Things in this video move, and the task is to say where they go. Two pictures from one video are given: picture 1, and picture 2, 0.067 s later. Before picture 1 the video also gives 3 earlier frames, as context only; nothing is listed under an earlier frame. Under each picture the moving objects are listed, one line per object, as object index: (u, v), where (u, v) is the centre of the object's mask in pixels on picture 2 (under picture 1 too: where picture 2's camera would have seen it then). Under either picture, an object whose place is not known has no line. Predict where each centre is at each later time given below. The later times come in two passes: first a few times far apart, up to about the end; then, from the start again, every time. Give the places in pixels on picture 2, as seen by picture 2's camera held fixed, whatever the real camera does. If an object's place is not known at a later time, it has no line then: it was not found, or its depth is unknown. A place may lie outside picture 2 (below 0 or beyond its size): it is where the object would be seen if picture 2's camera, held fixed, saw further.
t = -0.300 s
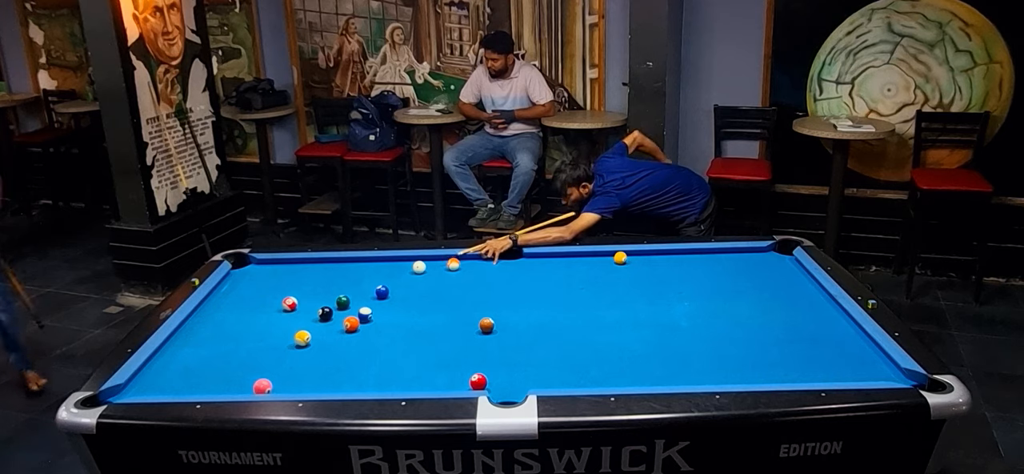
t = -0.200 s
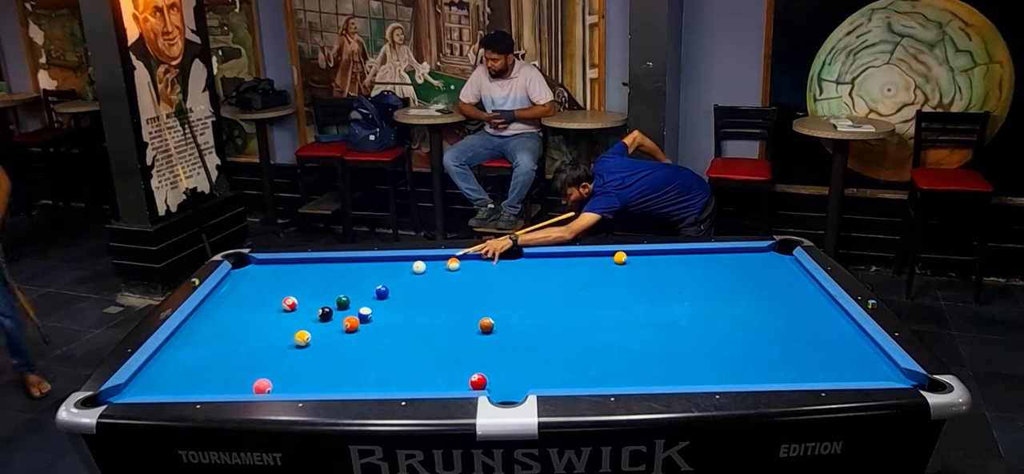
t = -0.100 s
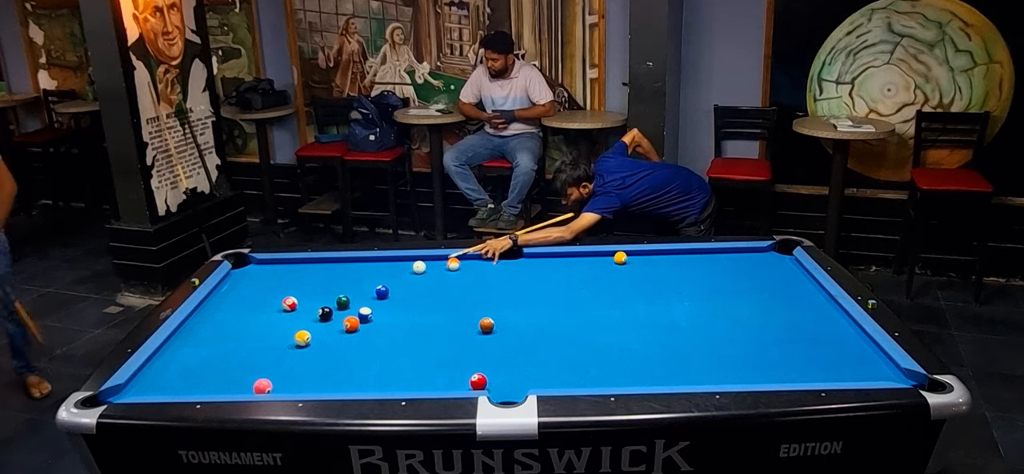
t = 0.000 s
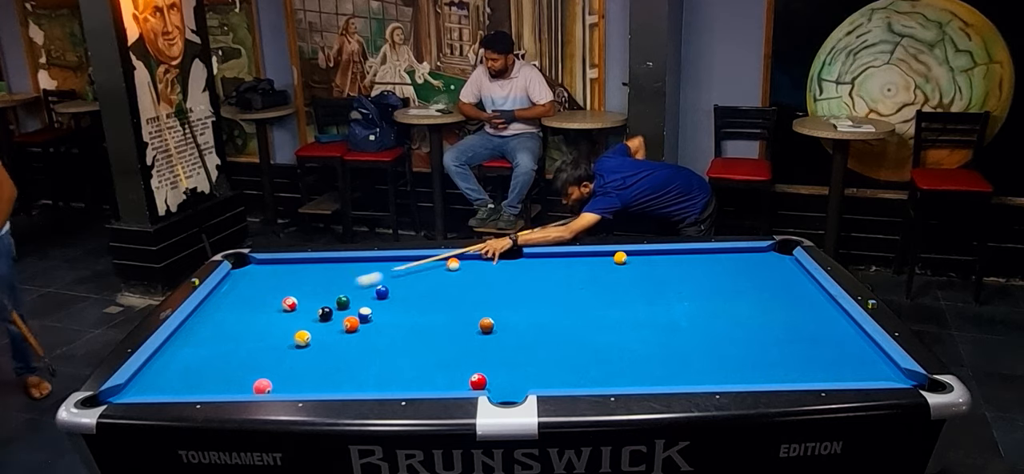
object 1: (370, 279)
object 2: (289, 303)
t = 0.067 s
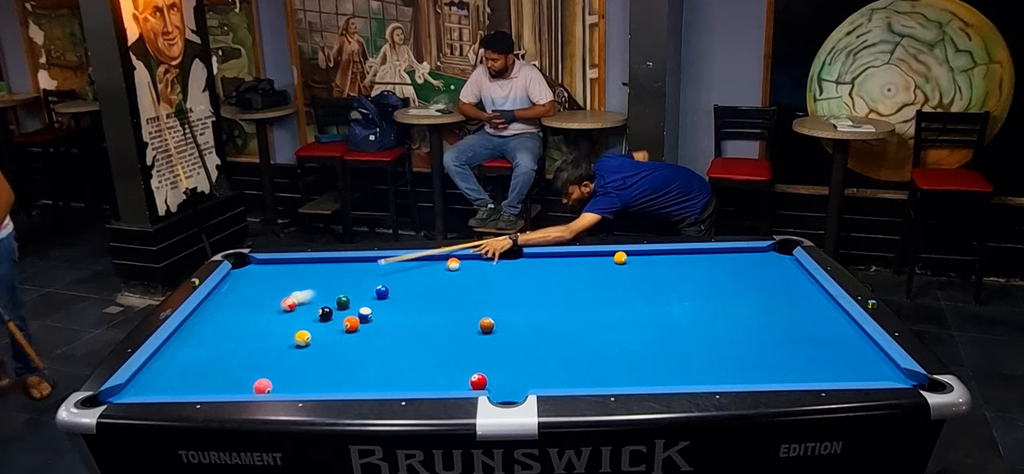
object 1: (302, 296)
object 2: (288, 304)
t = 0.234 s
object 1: (227, 291)
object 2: (172, 366)
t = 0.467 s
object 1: (284, 283)
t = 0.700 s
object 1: (351, 275)
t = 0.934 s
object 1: (415, 268)
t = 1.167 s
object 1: (446, 265)
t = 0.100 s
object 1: (285, 296)
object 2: (269, 314)
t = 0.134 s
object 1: (270, 294)
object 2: (246, 326)
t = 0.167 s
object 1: (256, 293)
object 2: (222, 339)
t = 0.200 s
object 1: (241, 292)
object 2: (198, 353)
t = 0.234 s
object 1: (227, 291)
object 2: (172, 366)
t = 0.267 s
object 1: (219, 290)
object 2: (145, 382)
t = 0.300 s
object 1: (230, 289)
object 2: (116, 394)
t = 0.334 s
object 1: (242, 287)
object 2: (93, 403)
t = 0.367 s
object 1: (253, 286)
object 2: (91, 405)
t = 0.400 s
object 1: (264, 285)
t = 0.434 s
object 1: (274, 284)
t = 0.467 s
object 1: (284, 283)
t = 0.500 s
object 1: (293, 282)
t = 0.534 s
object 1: (303, 280)
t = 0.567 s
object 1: (313, 279)
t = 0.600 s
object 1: (322, 278)
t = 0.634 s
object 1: (332, 277)
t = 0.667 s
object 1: (342, 276)
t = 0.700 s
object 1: (351, 275)
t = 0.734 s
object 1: (360, 274)
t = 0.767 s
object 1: (370, 273)
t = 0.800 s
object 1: (379, 272)
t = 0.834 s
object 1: (388, 271)
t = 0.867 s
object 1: (397, 270)
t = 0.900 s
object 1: (406, 269)
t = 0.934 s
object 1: (415, 268)
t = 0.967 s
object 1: (424, 267)
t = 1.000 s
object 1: (433, 266)
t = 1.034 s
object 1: (440, 265)
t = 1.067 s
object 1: (441, 265)
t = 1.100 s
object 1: (442, 265)
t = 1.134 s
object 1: (444, 265)
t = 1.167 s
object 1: (446, 265)
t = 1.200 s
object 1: (448, 265)
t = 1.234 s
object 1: (450, 265)
